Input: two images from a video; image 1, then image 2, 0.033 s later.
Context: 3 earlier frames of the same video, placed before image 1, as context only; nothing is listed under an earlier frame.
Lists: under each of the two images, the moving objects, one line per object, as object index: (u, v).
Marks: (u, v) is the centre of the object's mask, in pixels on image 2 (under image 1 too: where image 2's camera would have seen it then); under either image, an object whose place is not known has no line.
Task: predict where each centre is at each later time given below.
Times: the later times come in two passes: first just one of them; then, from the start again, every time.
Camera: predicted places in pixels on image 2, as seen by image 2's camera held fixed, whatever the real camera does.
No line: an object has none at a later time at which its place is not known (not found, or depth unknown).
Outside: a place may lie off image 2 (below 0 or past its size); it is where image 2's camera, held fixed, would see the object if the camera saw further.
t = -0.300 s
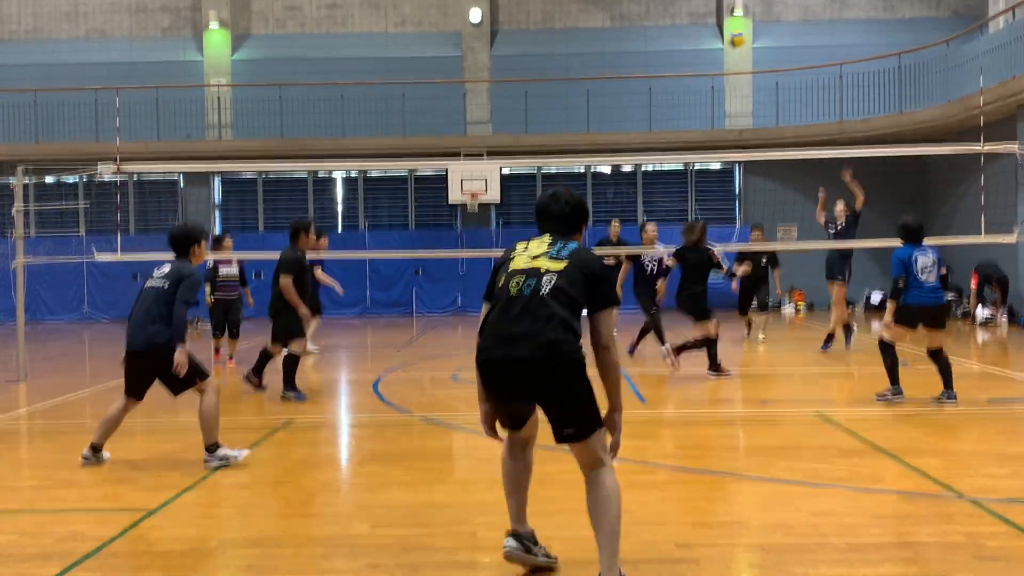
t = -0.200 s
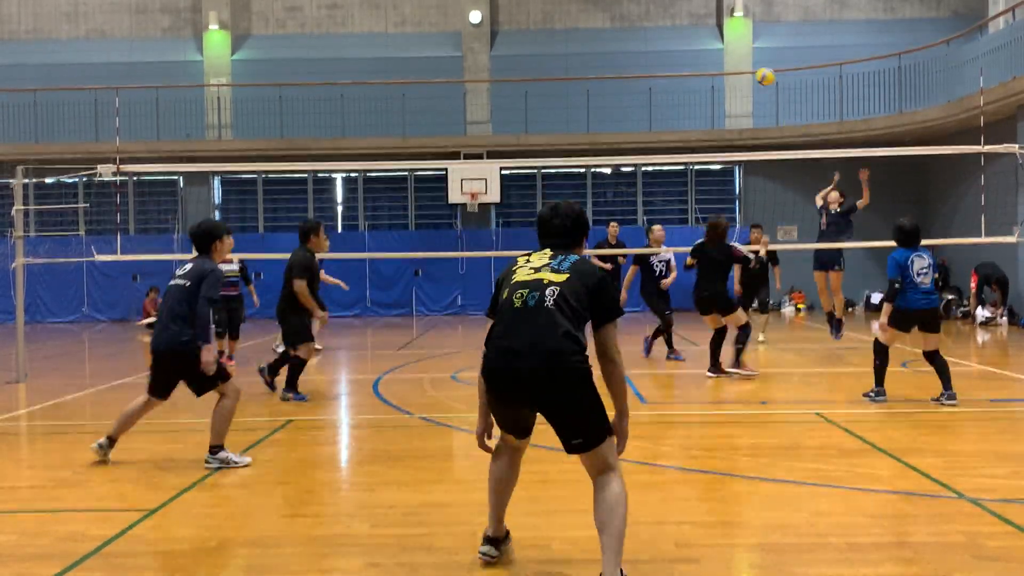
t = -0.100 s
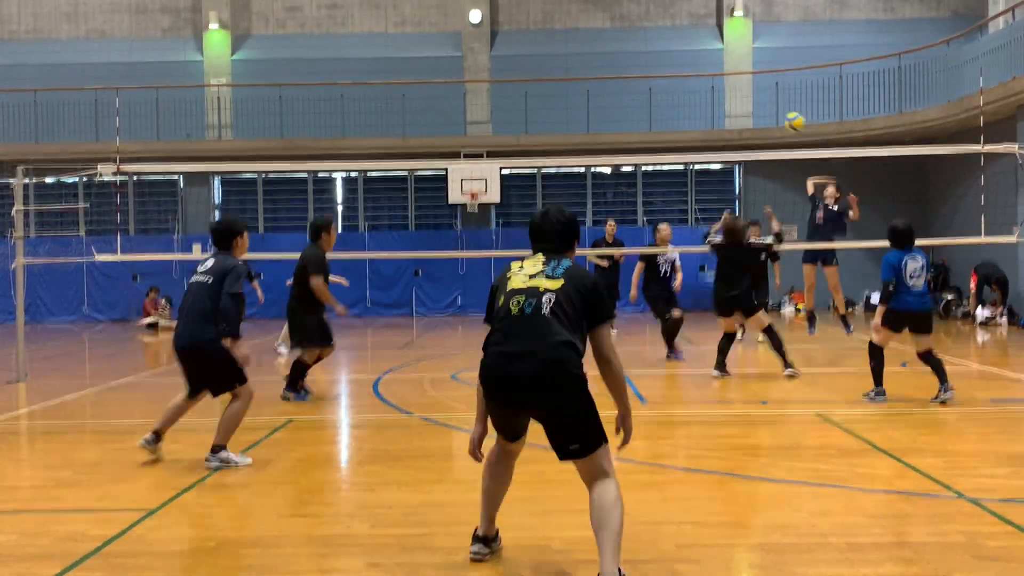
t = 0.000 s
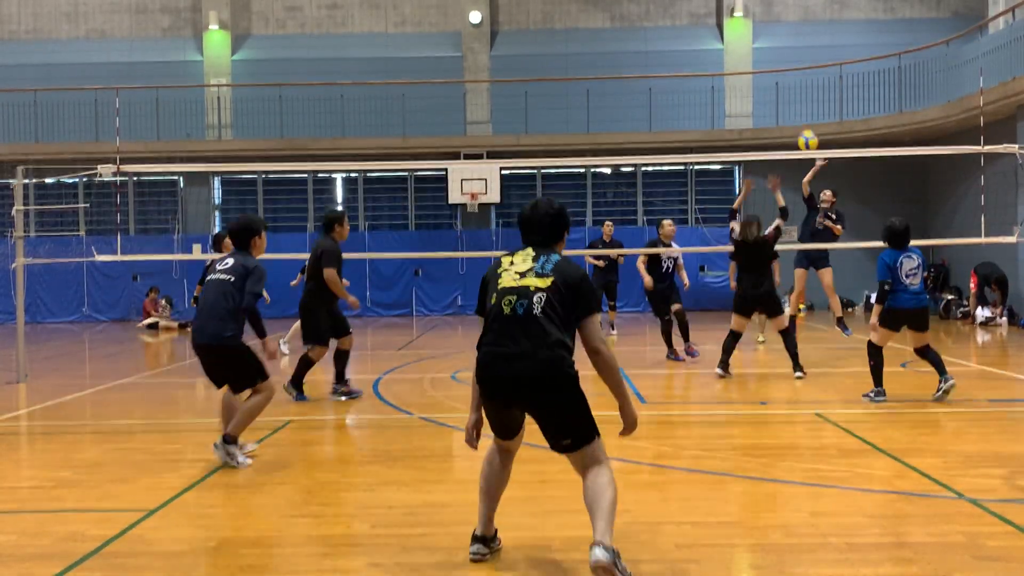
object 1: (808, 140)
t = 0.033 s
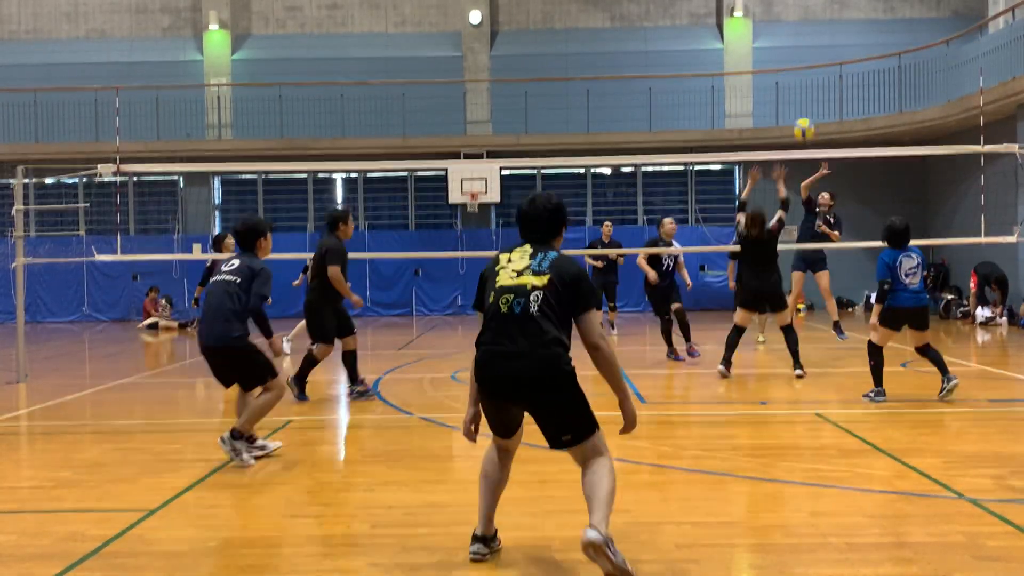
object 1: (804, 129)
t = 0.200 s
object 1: (782, 80)
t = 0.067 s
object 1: (800, 119)
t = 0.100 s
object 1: (795, 109)
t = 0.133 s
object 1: (791, 98)
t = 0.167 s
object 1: (787, 89)
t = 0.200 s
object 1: (782, 80)
